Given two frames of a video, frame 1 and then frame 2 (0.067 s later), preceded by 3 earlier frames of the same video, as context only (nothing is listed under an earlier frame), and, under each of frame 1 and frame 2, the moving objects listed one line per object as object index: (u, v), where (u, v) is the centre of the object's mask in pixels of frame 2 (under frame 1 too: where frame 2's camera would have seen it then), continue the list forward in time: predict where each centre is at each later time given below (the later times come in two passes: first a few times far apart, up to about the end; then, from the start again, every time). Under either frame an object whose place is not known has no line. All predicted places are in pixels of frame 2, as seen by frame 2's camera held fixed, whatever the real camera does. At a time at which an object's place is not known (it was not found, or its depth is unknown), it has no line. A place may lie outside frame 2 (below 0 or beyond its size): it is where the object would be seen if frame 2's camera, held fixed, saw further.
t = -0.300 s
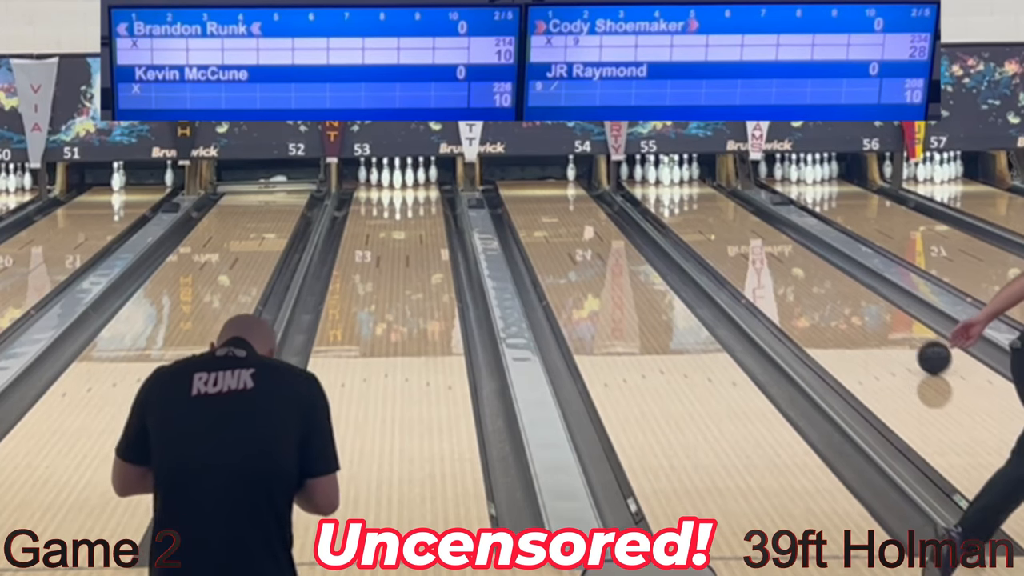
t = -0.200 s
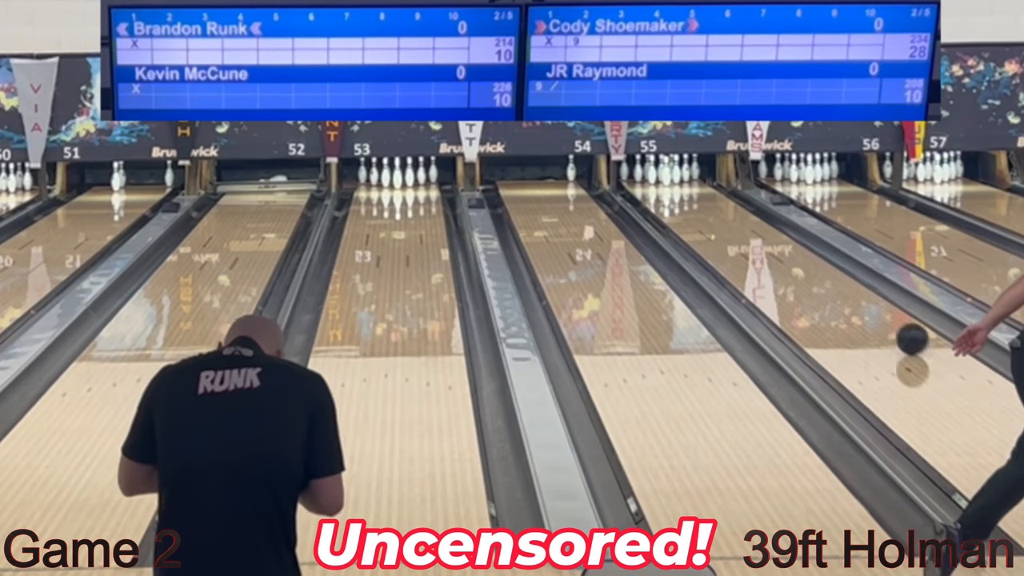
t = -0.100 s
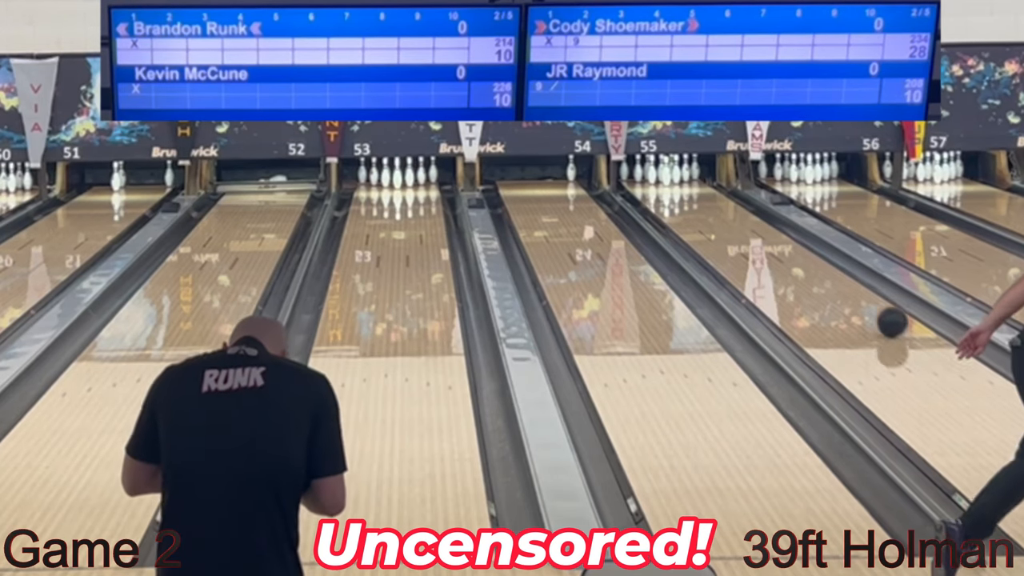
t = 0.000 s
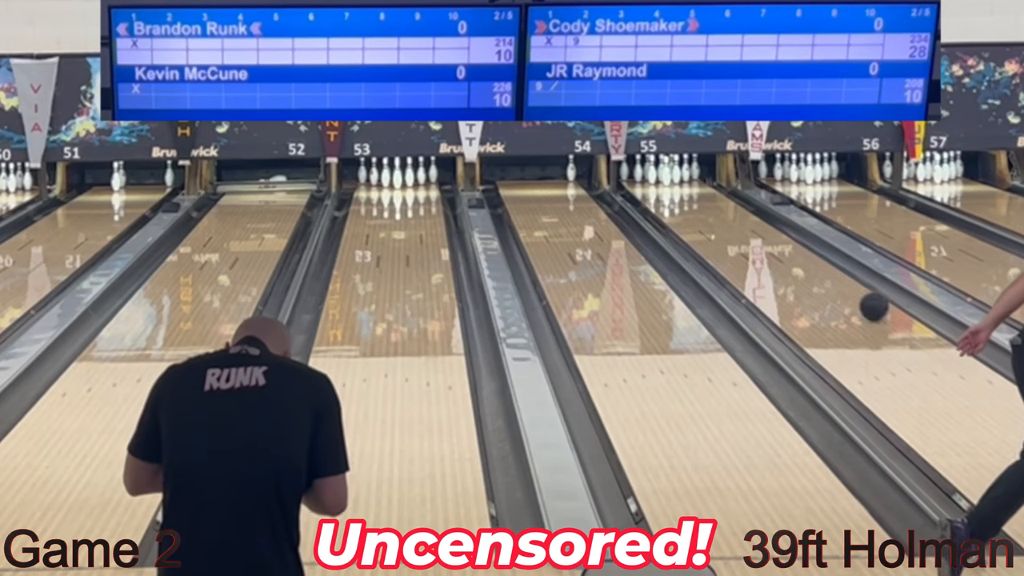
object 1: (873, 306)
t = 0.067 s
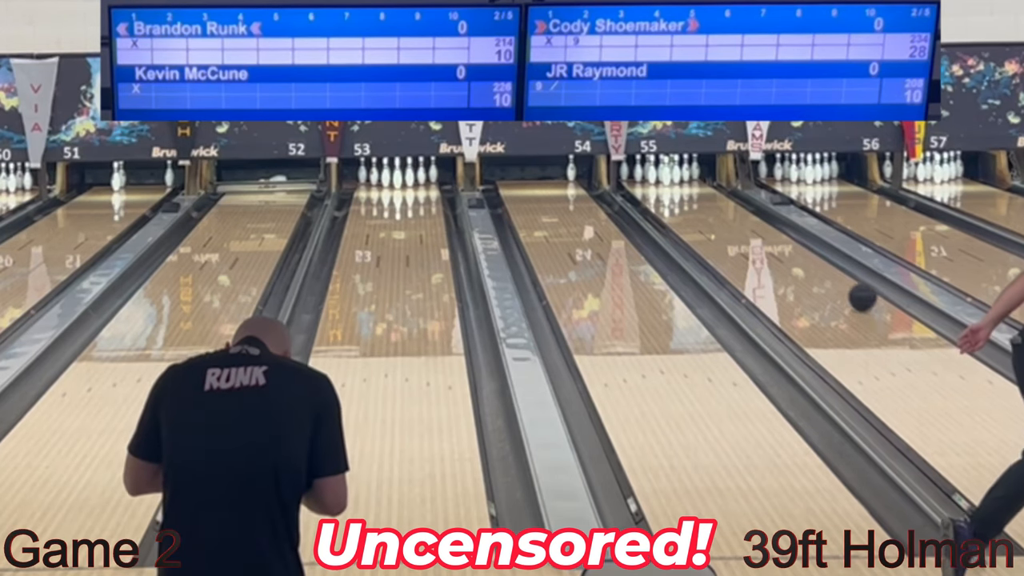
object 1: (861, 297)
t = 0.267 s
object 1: (831, 272)
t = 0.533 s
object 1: (796, 245)
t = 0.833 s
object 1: (761, 219)
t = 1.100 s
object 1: (731, 201)
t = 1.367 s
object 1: (699, 188)
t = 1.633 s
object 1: (671, 177)
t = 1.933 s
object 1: (648, 171)
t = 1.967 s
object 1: (650, 171)
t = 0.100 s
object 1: (856, 293)
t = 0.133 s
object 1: (851, 288)
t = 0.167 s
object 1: (846, 284)
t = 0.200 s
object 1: (840, 280)
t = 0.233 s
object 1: (836, 276)
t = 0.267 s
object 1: (831, 272)
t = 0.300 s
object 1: (826, 269)
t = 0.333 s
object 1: (821, 265)
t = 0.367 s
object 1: (817, 261)
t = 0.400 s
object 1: (813, 258)
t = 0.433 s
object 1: (808, 255)
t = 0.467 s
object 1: (804, 251)
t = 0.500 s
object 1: (800, 248)
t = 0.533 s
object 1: (796, 245)
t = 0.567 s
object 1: (792, 242)
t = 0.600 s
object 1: (788, 239)
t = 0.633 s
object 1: (784, 236)
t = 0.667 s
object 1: (780, 234)
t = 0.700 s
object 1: (776, 229)
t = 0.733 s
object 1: (773, 227)
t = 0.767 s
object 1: (769, 224)
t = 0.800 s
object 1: (764, 222)
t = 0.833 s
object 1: (761, 219)
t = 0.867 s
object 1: (757, 217)
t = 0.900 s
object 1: (754, 214)
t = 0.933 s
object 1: (750, 213)
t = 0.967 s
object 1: (746, 210)
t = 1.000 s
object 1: (742, 208)
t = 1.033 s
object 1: (738, 206)
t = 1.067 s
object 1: (734, 204)
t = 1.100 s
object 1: (731, 201)
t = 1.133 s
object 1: (726, 200)
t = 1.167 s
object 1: (723, 198)
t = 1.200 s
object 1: (718, 197)
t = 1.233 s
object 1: (715, 195)
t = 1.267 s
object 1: (711, 193)
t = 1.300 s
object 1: (707, 192)
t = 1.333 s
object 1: (703, 190)
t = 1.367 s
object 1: (699, 188)
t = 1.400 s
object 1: (696, 186)
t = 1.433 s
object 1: (692, 185)
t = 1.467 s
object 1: (687, 184)
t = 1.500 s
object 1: (684, 182)
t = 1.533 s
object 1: (680, 180)
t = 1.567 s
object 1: (676, 179)
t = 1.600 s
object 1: (672, 178)
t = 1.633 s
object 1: (671, 177)
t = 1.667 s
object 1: (669, 176)
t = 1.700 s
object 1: (665, 175)
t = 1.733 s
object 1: (664, 175)
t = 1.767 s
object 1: (661, 174)
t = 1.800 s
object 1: (659, 173)
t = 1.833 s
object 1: (658, 173)
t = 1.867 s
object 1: (656, 172)
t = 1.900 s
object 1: (650, 171)
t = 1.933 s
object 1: (648, 171)
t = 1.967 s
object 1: (650, 171)
